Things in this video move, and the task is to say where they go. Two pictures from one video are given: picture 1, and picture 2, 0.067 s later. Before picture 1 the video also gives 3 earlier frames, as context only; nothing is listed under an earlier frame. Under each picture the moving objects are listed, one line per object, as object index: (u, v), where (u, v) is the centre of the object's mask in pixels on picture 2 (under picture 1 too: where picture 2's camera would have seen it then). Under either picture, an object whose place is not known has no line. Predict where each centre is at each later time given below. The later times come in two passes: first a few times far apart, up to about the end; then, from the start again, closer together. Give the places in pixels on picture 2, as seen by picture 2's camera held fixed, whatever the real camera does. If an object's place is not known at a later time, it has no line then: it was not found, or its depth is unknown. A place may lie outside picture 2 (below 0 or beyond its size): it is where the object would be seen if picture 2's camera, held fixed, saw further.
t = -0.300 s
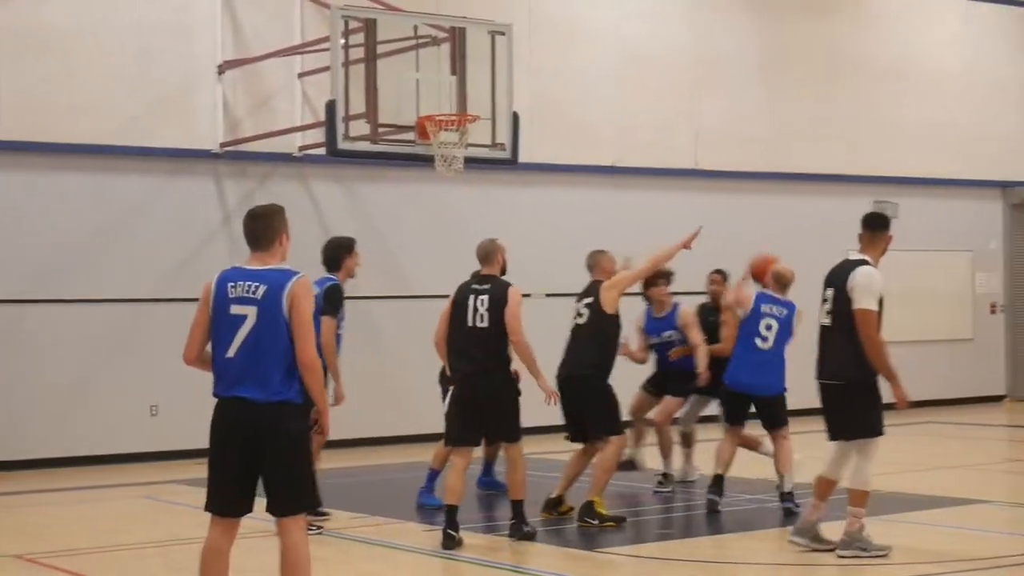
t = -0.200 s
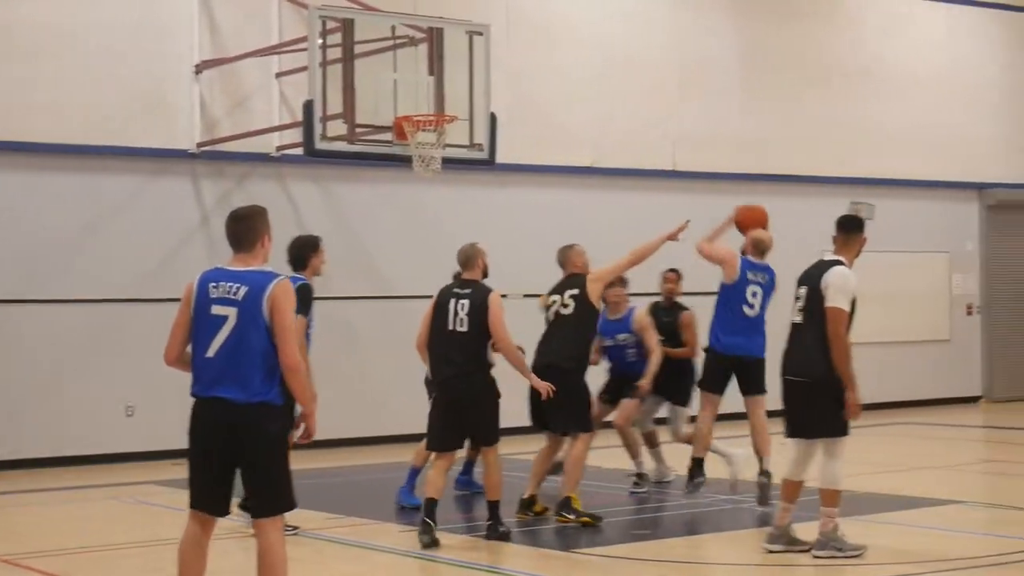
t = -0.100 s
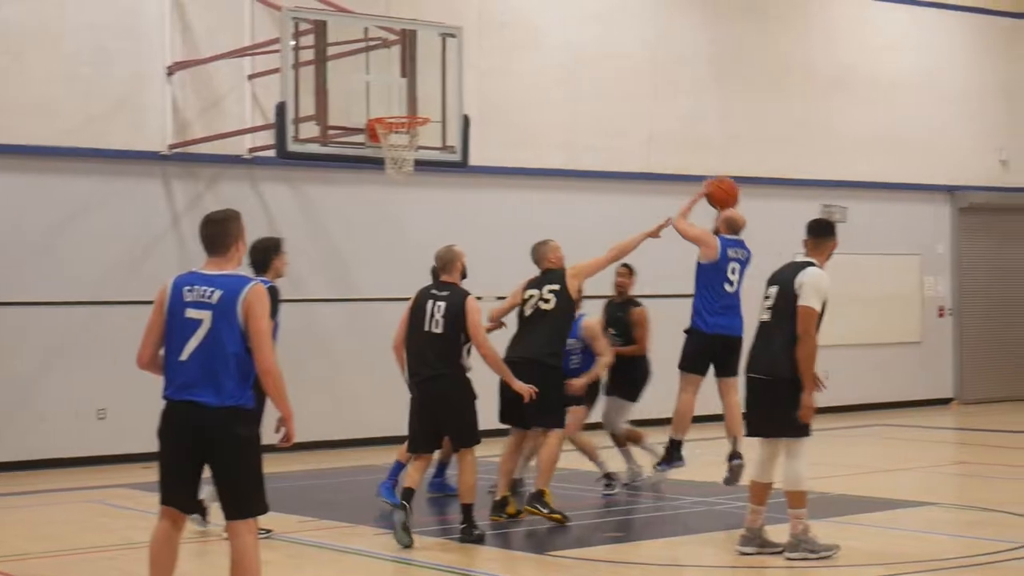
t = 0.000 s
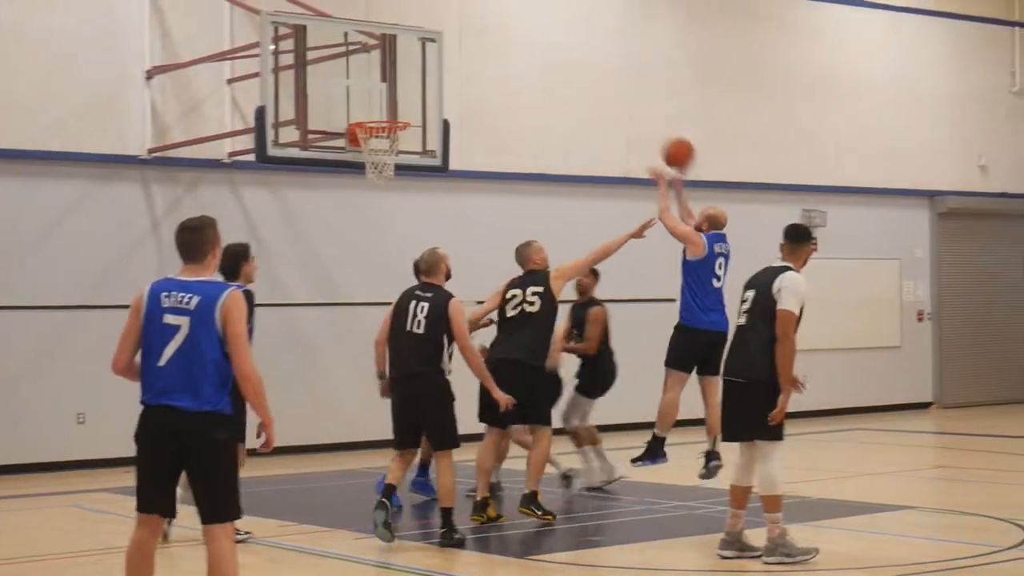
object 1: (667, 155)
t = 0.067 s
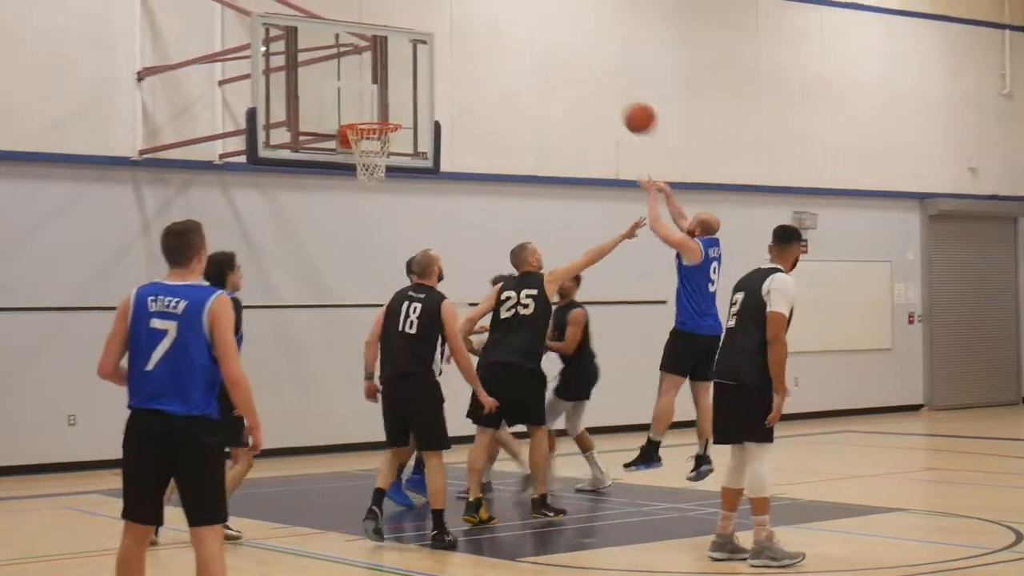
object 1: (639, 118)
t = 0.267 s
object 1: (557, 48)
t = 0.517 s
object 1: (462, 36)
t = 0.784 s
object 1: (373, 103)
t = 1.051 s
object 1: (387, 139)
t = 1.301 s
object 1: (393, 146)
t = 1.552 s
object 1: (364, 185)
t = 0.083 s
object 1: (633, 109)
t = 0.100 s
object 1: (625, 102)
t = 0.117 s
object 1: (618, 94)
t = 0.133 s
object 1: (612, 88)
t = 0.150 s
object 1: (605, 82)
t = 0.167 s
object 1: (598, 76)
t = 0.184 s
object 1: (591, 70)
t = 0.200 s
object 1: (583, 65)
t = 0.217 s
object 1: (576, 60)
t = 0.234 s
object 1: (569, 55)
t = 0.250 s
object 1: (563, 51)
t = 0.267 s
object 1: (557, 48)
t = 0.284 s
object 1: (550, 44)
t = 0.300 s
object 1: (543, 42)
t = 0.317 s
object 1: (536, 39)
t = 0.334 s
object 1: (530, 37)
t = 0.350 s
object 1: (523, 35)
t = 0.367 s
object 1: (517, 34)
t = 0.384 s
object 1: (511, 33)
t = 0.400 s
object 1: (505, 32)
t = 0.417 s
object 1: (498, 31)
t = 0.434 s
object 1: (492, 31)
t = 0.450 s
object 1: (486, 32)
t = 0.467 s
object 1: (480, 32)
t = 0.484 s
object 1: (474, 33)
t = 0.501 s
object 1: (468, 34)
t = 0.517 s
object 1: (462, 36)
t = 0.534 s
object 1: (456, 38)
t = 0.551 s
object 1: (450, 40)
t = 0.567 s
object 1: (444, 42)
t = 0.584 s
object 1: (439, 45)
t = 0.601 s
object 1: (434, 48)
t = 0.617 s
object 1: (428, 52)
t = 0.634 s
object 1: (422, 56)
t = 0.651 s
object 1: (417, 60)
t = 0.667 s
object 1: (411, 64)
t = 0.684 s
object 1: (406, 69)
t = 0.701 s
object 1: (400, 74)
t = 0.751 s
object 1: (385, 91)
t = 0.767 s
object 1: (379, 97)
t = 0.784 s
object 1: (373, 103)
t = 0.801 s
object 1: (368, 110)
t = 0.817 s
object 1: (362, 114)
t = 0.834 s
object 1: (361, 117)
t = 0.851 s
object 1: (367, 117)
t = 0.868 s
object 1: (376, 118)
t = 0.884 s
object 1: (383, 118)
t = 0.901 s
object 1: (383, 118)
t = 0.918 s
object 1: (376, 119)
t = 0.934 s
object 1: (370, 119)
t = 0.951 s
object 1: (362, 119)
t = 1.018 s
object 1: (377, 137)
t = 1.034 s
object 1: (381, 139)
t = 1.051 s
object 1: (387, 139)
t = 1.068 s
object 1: (391, 139)
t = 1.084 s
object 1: (393, 140)
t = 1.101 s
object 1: (394, 140)
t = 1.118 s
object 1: (395, 140)
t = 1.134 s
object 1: (397, 140)
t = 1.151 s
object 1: (398, 141)
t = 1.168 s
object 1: (398, 141)
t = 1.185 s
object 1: (397, 141)
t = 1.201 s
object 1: (397, 141)
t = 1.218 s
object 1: (397, 142)
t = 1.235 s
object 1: (396, 142)
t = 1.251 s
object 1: (395, 143)
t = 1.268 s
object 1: (394, 144)
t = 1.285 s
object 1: (394, 145)
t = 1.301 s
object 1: (393, 146)
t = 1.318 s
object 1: (391, 149)
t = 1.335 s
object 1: (390, 152)
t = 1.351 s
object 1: (388, 153)
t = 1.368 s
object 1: (385, 156)
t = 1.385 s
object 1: (383, 157)
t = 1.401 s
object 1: (381, 160)
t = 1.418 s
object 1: (380, 161)
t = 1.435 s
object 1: (377, 162)
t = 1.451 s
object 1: (376, 164)
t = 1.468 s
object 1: (374, 166)
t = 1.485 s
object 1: (370, 167)
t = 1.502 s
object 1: (368, 173)
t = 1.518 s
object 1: (365, 178)
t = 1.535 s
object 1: (364, 183)
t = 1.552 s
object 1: (364, 185)
